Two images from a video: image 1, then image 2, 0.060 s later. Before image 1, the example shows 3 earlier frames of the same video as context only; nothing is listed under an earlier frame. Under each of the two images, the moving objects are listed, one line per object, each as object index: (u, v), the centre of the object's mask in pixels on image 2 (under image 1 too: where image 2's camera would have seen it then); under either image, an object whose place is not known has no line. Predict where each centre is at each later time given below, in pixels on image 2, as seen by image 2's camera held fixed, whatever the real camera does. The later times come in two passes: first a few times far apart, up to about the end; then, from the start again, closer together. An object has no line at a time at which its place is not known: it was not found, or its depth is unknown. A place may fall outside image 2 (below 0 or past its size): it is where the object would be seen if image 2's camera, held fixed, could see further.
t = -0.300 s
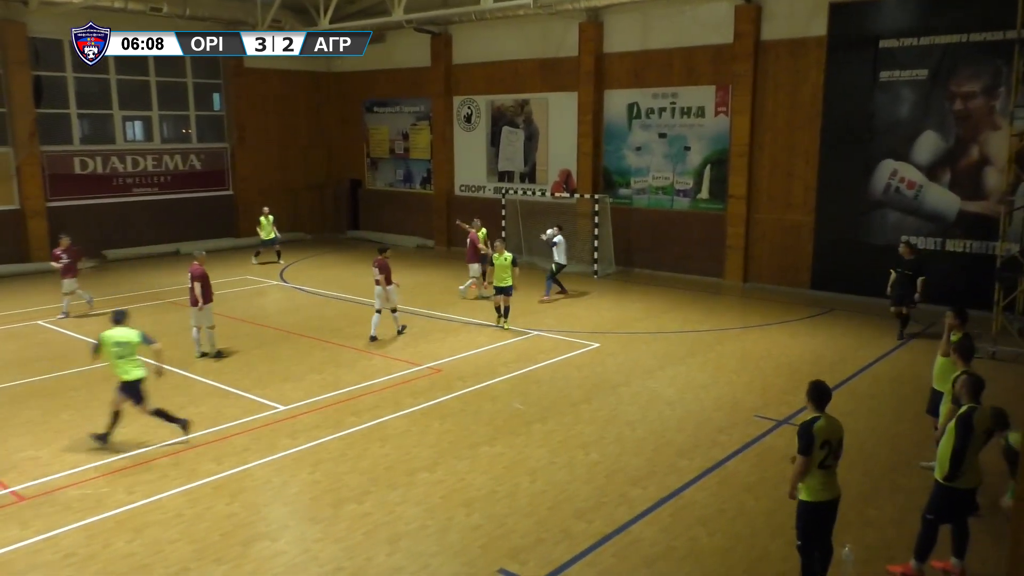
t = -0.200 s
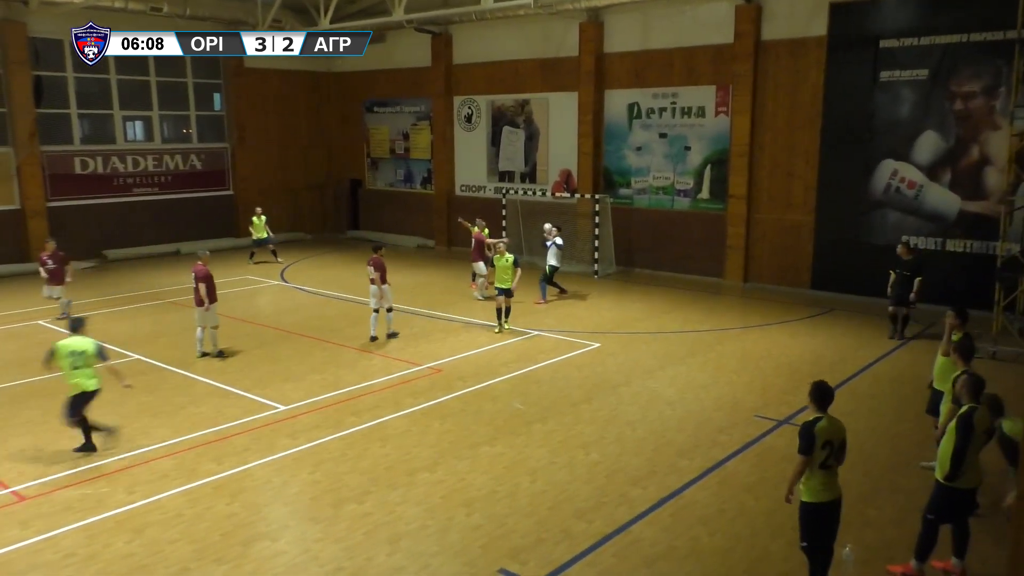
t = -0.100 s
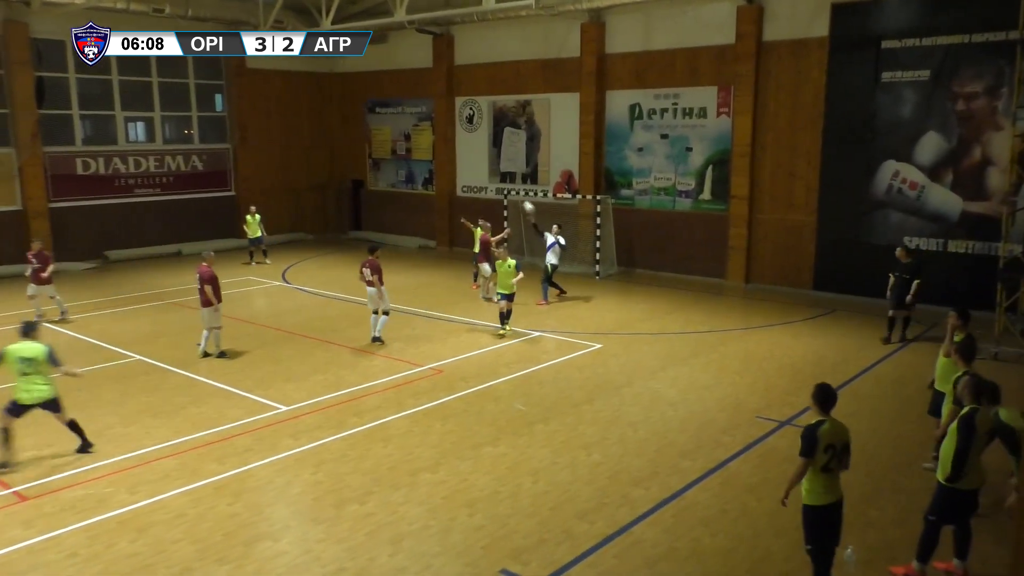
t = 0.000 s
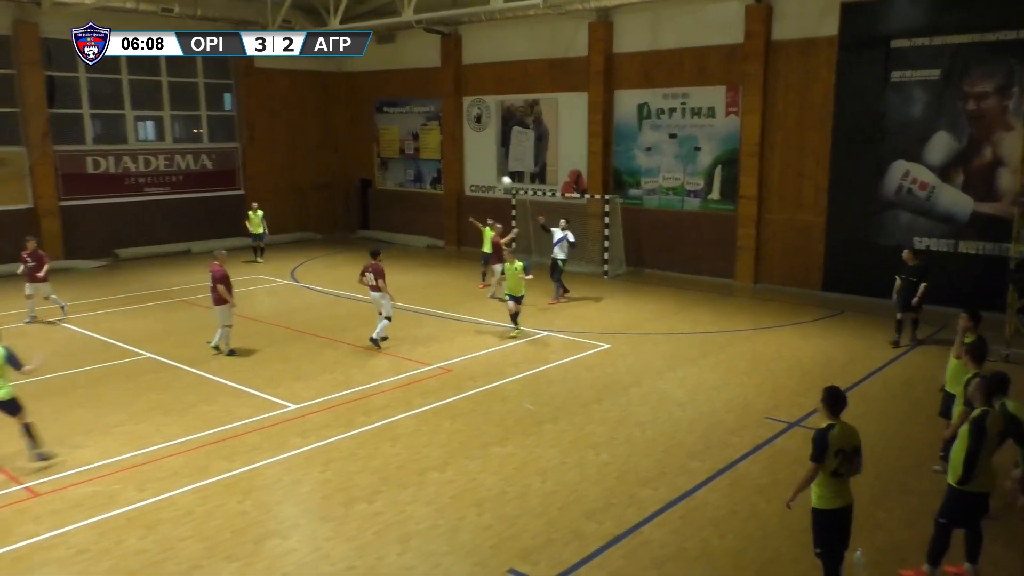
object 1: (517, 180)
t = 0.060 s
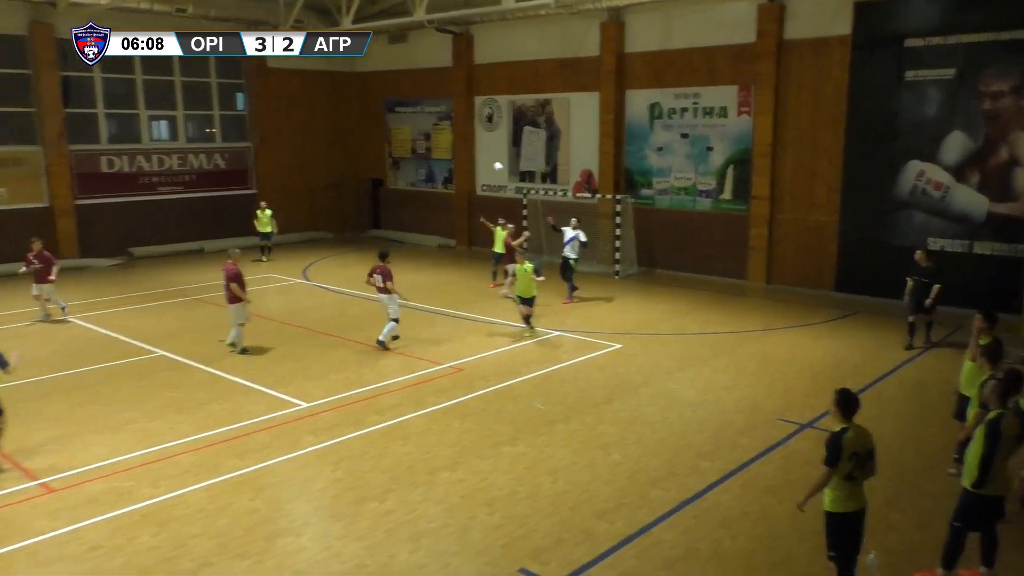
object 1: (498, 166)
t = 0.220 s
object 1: (442, 137)
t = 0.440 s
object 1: (345, 110)
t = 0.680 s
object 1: (214, 108)
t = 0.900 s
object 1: (61, 144)
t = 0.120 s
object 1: (478, 155)
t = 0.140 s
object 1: (471, 152)
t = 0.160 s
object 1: (464, 148)
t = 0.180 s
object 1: (457, 144)
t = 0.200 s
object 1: (450, 140)
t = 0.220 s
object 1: (442, 137)
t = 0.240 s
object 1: (434, 133)
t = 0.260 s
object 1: (426, 131)
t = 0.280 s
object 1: (418, 127)
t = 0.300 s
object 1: (409, 125)
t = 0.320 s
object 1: (401, 122)
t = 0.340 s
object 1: (392, 120)
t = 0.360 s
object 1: (383, 118)
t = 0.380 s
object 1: (374, 115)
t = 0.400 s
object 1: (364, 113)
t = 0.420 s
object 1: (355, 112)
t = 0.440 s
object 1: (345, 110)
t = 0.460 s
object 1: (336, 109)
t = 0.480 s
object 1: (326, 107)
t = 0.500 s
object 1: (316, 107)
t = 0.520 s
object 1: (305, 106)
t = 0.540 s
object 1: (295, 105)
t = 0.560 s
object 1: (284, 105)
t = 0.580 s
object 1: (273, 105)
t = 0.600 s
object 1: (261, 105)
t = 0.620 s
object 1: (250, 105)
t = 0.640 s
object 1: (239, 105)
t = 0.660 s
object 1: (226, 107)
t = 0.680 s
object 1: (214, 108)
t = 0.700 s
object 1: (201, 109)
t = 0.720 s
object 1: (189, 111)
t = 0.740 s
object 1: (175, 114)
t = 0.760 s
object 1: (162, 115)
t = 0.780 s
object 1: (149, 119)
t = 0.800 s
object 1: (135, 122)
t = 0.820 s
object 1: (121, 126)
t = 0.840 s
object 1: (107, 130)
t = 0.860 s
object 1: (92, 135)
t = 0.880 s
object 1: (77, 139)
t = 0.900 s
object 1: (61, 144)
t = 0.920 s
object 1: (46, 150)
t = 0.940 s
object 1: (29, 157)
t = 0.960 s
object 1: (12, 164)
